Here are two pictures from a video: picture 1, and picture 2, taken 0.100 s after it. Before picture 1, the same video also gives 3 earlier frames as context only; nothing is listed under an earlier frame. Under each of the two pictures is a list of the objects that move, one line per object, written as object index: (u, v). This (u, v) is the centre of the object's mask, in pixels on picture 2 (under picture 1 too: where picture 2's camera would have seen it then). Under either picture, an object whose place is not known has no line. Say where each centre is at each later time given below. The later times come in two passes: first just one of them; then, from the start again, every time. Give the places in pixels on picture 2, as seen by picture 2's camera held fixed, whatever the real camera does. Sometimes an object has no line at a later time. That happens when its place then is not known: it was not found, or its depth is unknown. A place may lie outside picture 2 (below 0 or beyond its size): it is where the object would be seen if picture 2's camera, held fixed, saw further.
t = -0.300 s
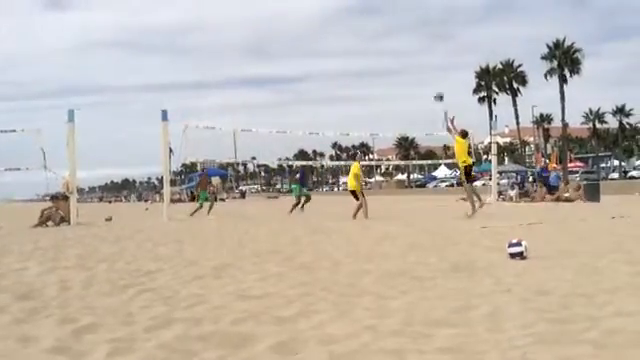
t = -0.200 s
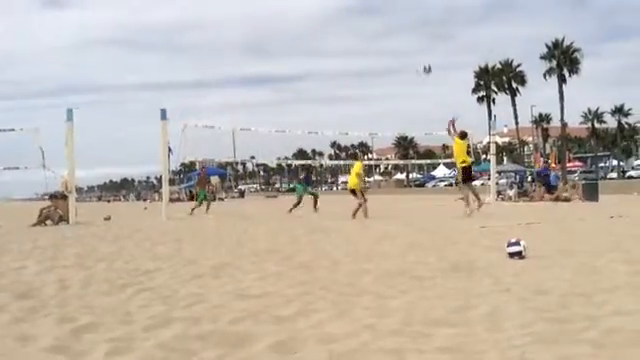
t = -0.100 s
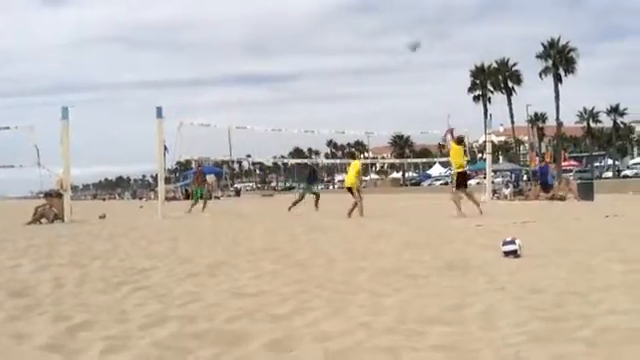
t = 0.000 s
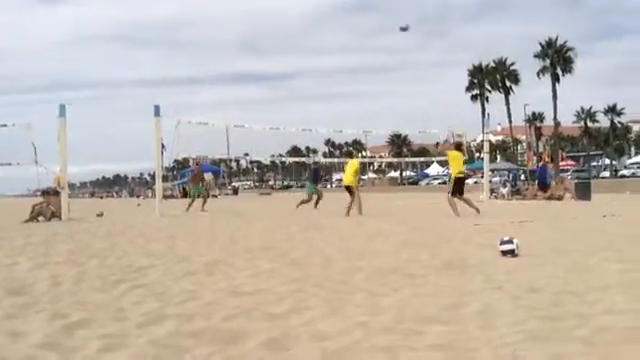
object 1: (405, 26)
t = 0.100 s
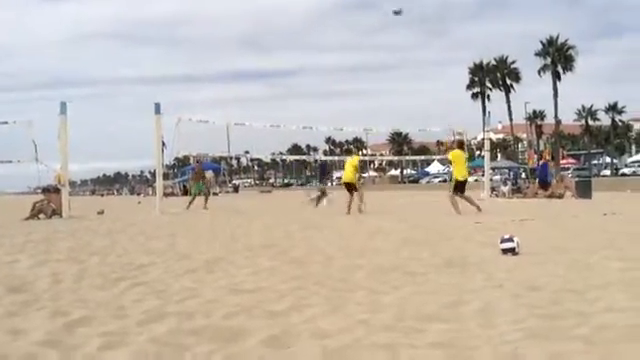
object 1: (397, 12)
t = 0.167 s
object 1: (392, 5)
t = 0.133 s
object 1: (394, 8)
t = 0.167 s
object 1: (392, 5)
